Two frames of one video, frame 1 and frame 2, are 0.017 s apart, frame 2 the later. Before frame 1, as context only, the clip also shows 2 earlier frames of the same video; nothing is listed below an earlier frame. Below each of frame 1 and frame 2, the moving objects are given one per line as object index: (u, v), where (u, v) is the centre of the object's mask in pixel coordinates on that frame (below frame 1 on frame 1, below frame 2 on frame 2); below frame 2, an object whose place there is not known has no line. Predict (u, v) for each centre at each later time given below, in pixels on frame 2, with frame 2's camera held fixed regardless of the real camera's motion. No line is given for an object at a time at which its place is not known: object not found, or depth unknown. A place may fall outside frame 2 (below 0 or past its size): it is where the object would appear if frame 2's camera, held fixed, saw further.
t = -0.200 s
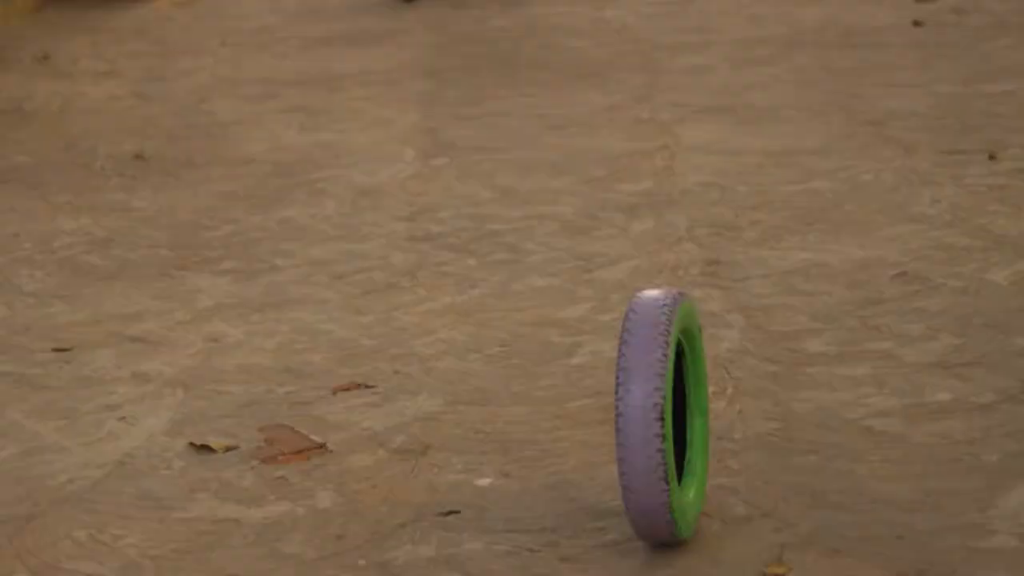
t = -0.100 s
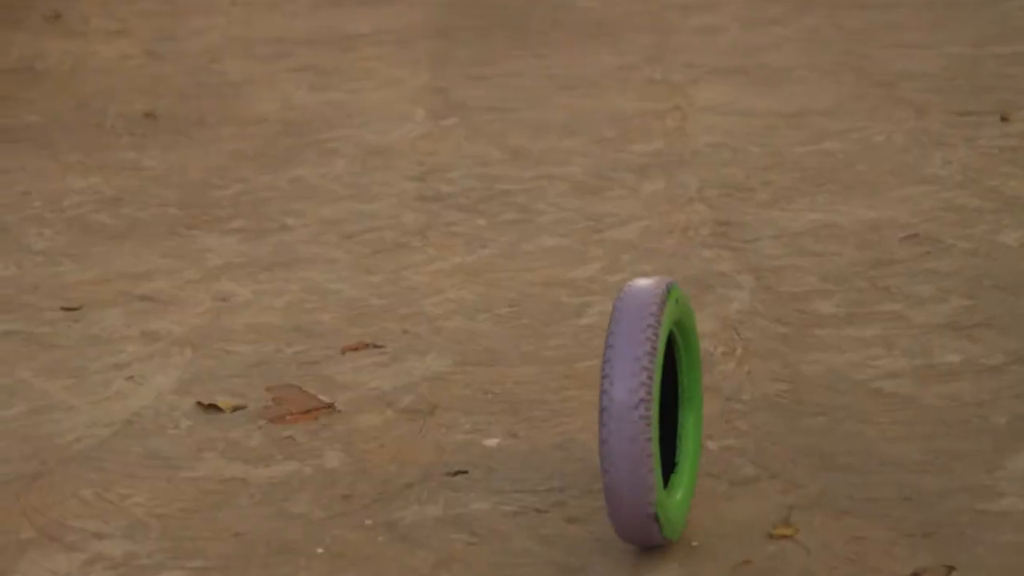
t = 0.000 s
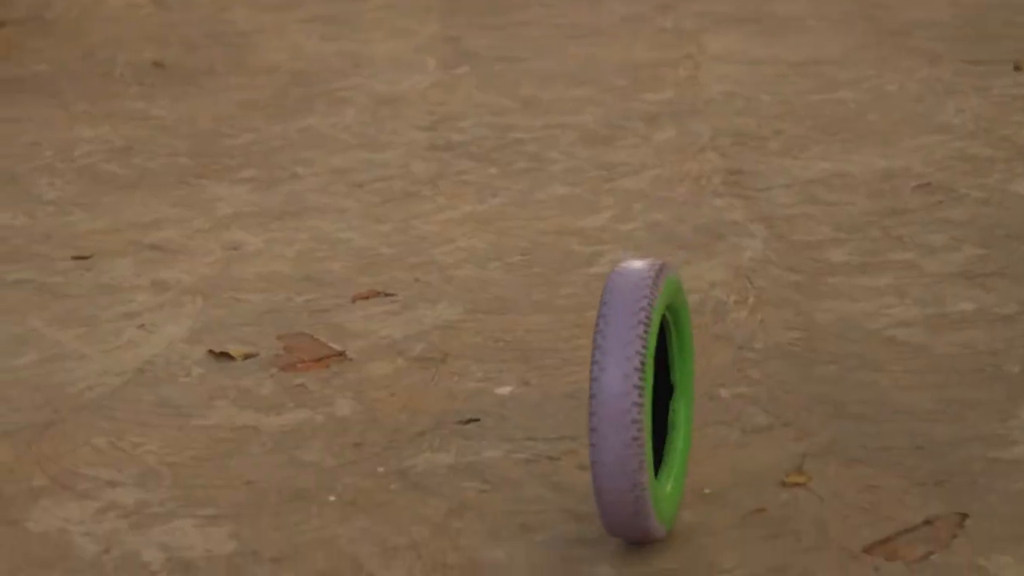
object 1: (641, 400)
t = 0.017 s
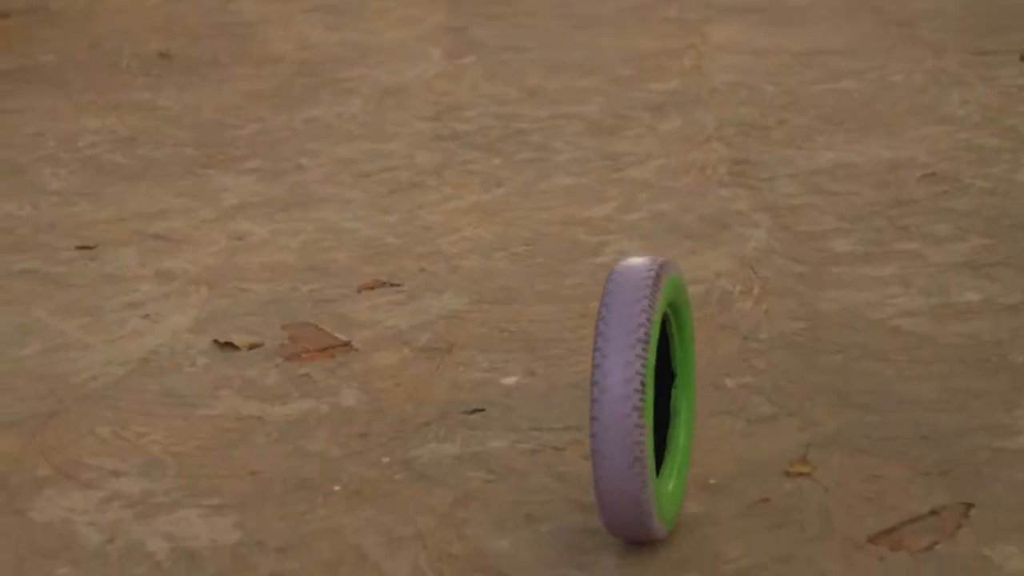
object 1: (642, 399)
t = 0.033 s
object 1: (639, 409)
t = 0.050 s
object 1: (635, 417)
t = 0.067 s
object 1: (630, 423)
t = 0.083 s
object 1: (626, 433)
